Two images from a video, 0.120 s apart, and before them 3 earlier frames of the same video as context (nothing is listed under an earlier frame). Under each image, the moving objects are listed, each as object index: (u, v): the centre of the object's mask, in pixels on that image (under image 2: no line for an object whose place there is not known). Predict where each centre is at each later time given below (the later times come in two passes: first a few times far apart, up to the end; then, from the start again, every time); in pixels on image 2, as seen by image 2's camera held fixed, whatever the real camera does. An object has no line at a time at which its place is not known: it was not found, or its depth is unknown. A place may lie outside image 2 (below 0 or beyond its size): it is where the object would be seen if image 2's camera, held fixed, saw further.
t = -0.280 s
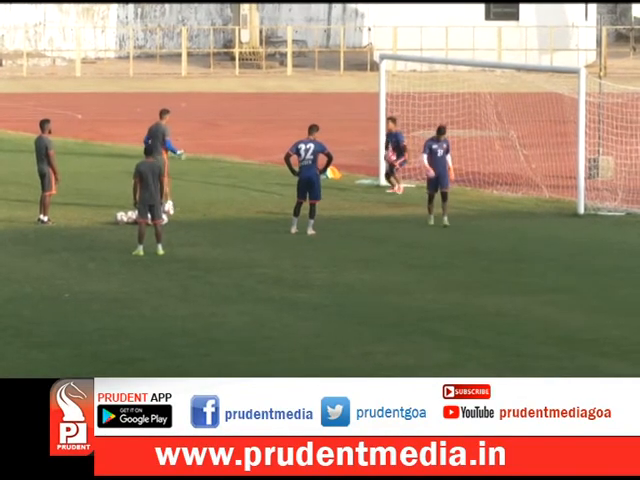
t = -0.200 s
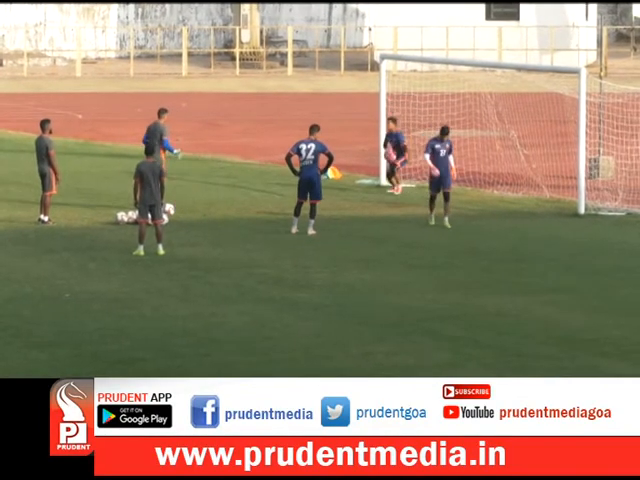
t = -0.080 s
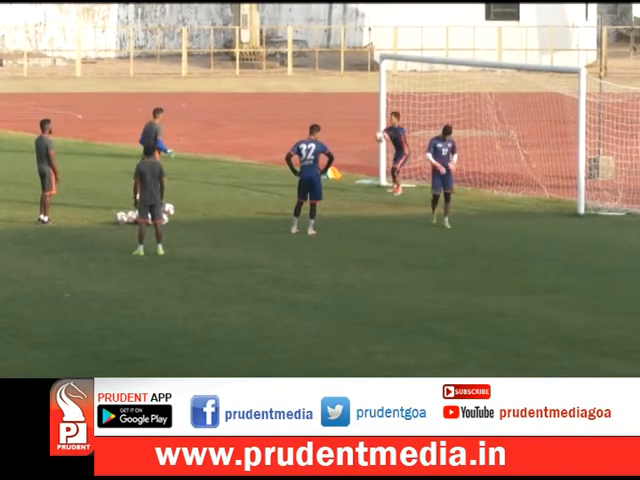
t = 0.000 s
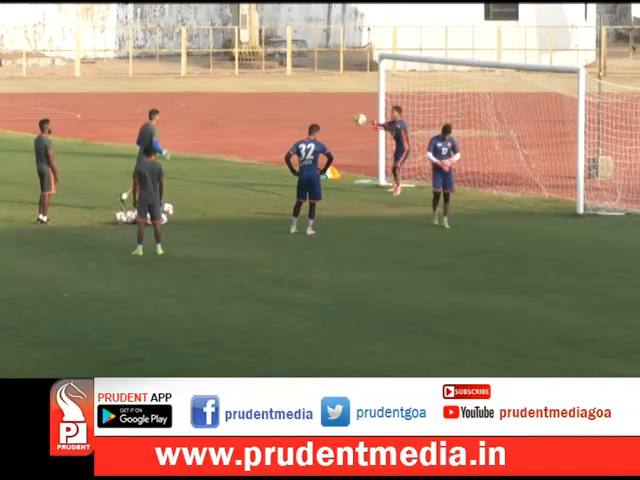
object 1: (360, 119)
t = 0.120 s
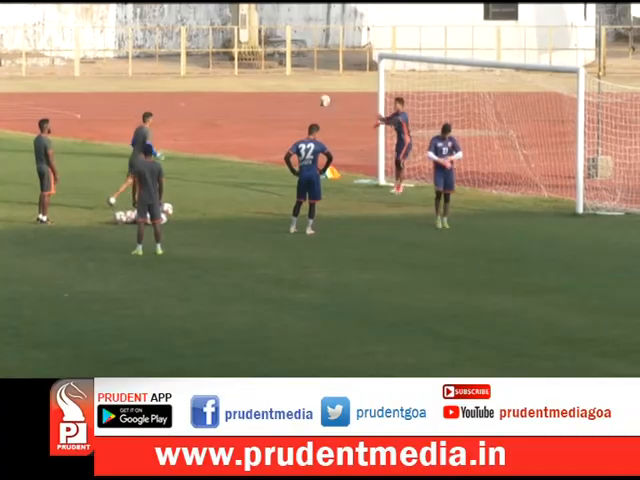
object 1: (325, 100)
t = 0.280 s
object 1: (277, 86)
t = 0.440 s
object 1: (229, 86)
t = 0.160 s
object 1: (314, 96)
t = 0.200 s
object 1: (300, 93)
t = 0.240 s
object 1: (288, 89)
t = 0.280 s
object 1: (277, 86)
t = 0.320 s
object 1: (265, 85)
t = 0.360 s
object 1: (253, 84)
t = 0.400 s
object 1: (241, 84)
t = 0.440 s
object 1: (229, 86)
